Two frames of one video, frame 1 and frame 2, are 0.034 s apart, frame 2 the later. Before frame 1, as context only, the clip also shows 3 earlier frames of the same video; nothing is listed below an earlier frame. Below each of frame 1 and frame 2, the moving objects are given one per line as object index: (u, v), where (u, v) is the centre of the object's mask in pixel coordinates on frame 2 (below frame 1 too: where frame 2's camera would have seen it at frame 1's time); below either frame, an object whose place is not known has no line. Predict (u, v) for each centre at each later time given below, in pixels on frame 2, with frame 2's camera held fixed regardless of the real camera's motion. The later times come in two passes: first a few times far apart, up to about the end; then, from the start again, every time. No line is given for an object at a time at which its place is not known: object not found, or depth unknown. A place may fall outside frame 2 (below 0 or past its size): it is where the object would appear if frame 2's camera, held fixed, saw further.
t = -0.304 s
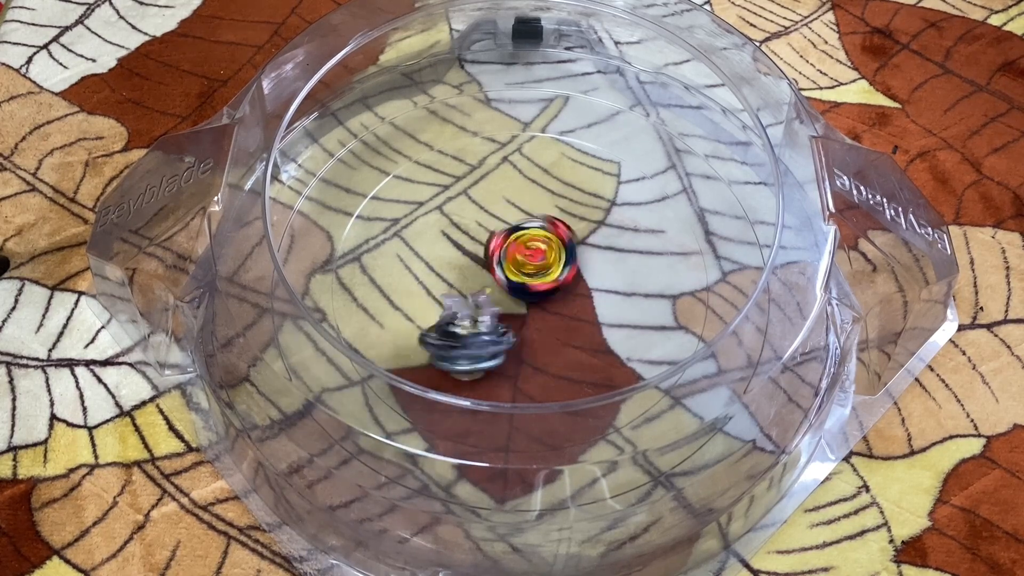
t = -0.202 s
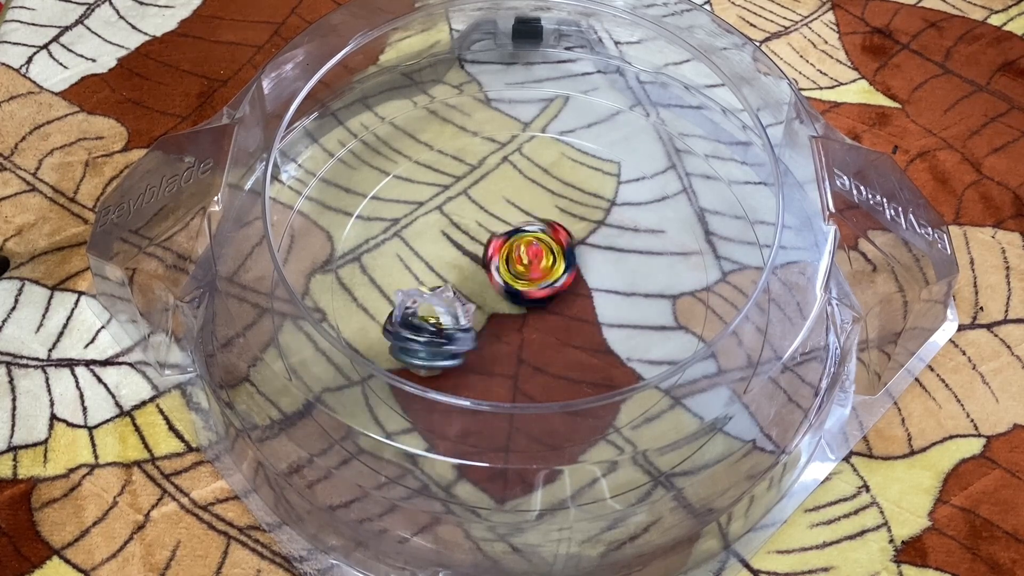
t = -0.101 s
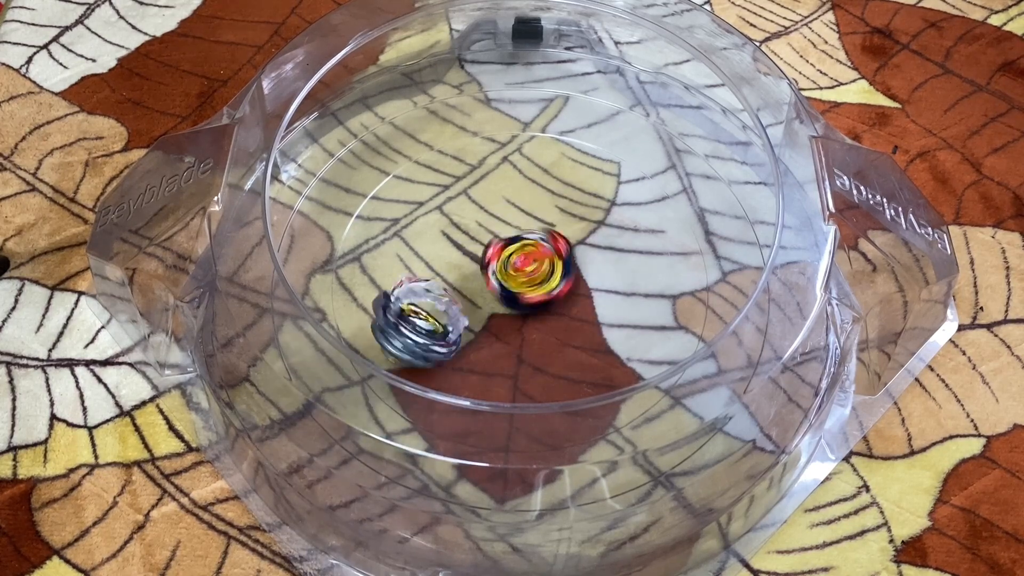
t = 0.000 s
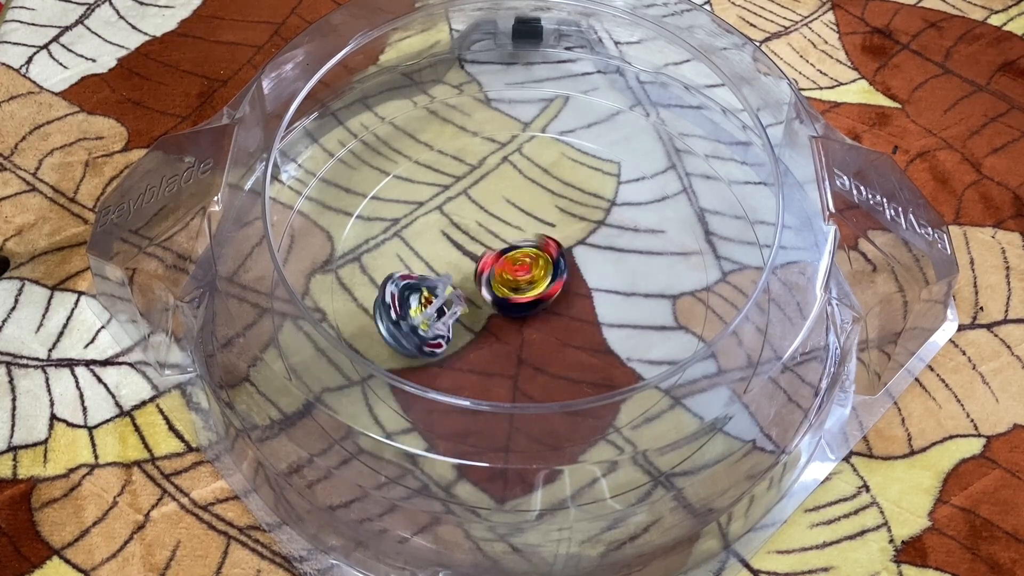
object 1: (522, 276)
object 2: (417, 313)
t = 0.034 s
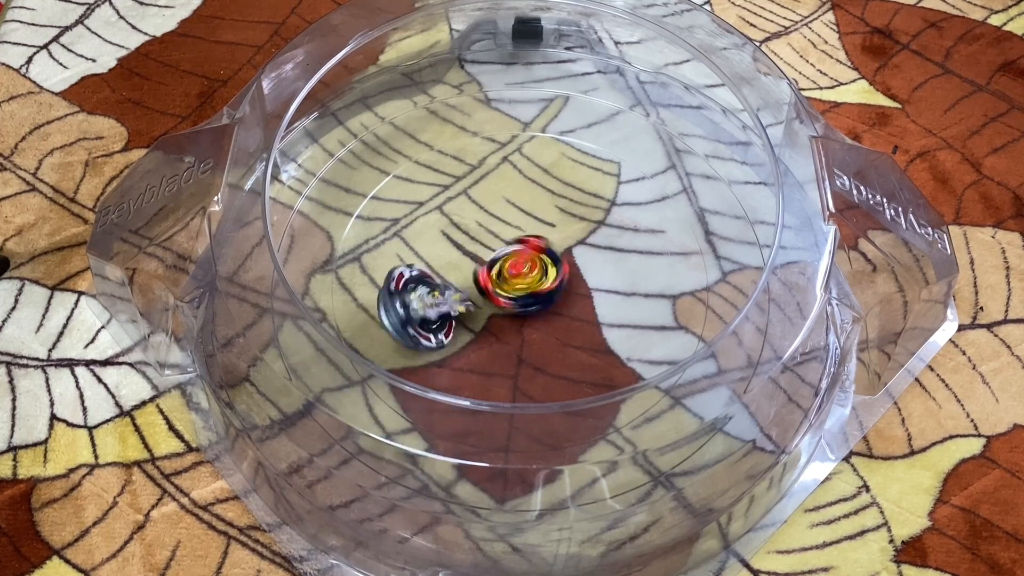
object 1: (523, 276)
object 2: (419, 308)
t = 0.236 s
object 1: (530, 307)
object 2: (418, 231)
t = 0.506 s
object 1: (534, 309)
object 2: (405, 242)
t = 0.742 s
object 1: (537, 303)
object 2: (439, 252)
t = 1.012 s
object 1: (529, 306)
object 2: (495, 236)
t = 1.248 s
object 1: (536, 304)
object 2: (496, 240)
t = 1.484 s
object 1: (532, 306)
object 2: (496, 241)
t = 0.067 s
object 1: (522, 279)
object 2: (424, 300)
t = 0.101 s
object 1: (517, 283)
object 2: (430, 292)
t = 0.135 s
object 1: (517, 289)
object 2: (433, 274)
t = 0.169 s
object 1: (523, 298)
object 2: (427, 255)
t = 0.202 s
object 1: (528, 304)
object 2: (423, 241)
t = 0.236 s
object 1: (530, 307)
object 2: (418, 231)
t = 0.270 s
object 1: (531, 311)
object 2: (417, 223)
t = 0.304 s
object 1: (532, 313)
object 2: (417, 219)
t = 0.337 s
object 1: (532, 315)
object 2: (416, 219)
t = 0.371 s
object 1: (532, 315)
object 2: (415, 221)
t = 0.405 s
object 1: (532, 315)
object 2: (413, 227)
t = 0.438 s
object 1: (531, 313)
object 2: (409, 232)
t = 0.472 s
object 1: (532, 312)
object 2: (406, 238)
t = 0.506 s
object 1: (534, 309)
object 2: (405, 242)
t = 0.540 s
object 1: (536, 306)
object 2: (402, 244)
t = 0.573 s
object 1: (538, 304)
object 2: (402, 244)
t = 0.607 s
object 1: (539, 303)
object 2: (404, 243)
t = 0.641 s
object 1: (540, 303)
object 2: (409, 245)
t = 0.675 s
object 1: (539, 303)
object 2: (417, 249)
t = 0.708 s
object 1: (538, 303)
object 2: (427, 252)
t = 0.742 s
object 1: (537, 303)
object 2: (439, 252)
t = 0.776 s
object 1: (535, 304)
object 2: (453, 250)
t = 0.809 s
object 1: (533, 304)
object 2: (465, 245)
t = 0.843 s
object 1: (531, 305)
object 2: (478, 240)
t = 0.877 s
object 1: (530, 306)
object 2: (486, 236)
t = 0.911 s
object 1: (529, 306)
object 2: (491, 233)
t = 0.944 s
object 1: (528, 307)
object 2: (493, 232)
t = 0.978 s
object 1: (528, 307)
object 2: (494, 233)
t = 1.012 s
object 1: (529, 306)
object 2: (495, 236)
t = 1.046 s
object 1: (531, 306)
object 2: (496, 239)
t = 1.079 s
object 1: (533, 305)
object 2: (494, 241)
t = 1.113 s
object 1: (535, 304)
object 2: (493, 241)
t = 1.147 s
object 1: (536, 304)
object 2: (494, 240)
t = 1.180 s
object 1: (536, 304)
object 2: (496, 240)
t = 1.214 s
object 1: (536, 304)
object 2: (496, 240)
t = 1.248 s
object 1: (536, 304)
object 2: (496, 240)
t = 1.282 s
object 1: (535, 304)
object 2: (495, 241)
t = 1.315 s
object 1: (534, 305)
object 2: (495, 241)
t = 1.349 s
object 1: (534, 305)
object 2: (495, 241)
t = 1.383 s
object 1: (533, 305)
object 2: (496, 241)
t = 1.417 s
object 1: (532, 305)
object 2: (496, 241)
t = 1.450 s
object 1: (532, 305)
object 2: (496, 241)
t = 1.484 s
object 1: (532, 306)
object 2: (496, 241)
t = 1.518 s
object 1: (532, 306)
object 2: (496, 241)
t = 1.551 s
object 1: (532, 306)
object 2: (496, 241)
